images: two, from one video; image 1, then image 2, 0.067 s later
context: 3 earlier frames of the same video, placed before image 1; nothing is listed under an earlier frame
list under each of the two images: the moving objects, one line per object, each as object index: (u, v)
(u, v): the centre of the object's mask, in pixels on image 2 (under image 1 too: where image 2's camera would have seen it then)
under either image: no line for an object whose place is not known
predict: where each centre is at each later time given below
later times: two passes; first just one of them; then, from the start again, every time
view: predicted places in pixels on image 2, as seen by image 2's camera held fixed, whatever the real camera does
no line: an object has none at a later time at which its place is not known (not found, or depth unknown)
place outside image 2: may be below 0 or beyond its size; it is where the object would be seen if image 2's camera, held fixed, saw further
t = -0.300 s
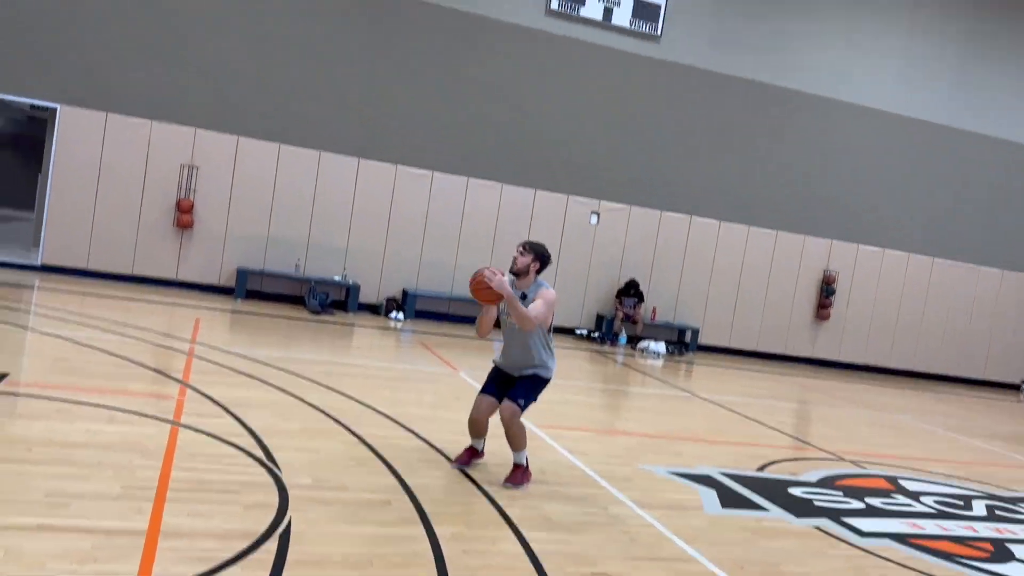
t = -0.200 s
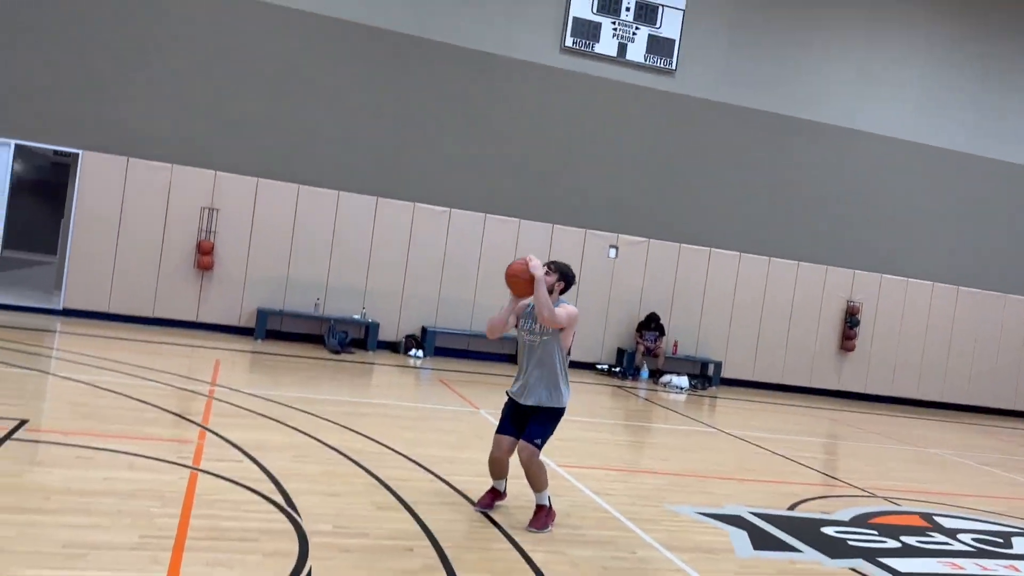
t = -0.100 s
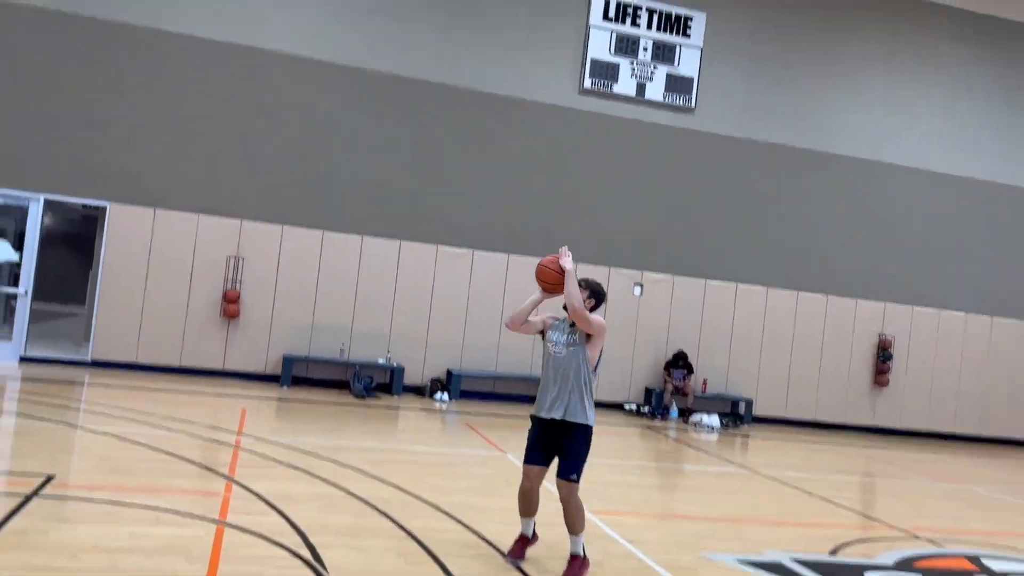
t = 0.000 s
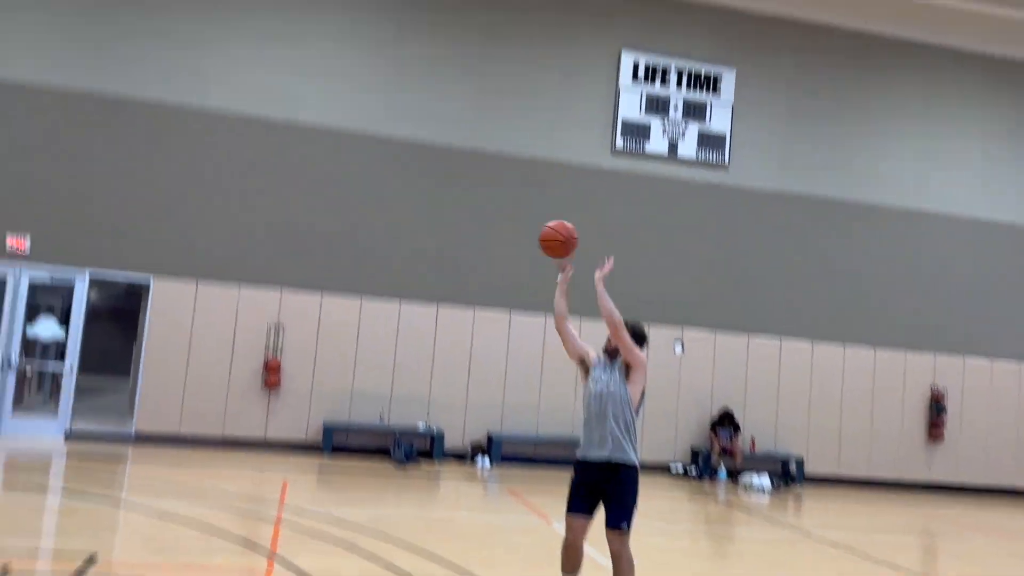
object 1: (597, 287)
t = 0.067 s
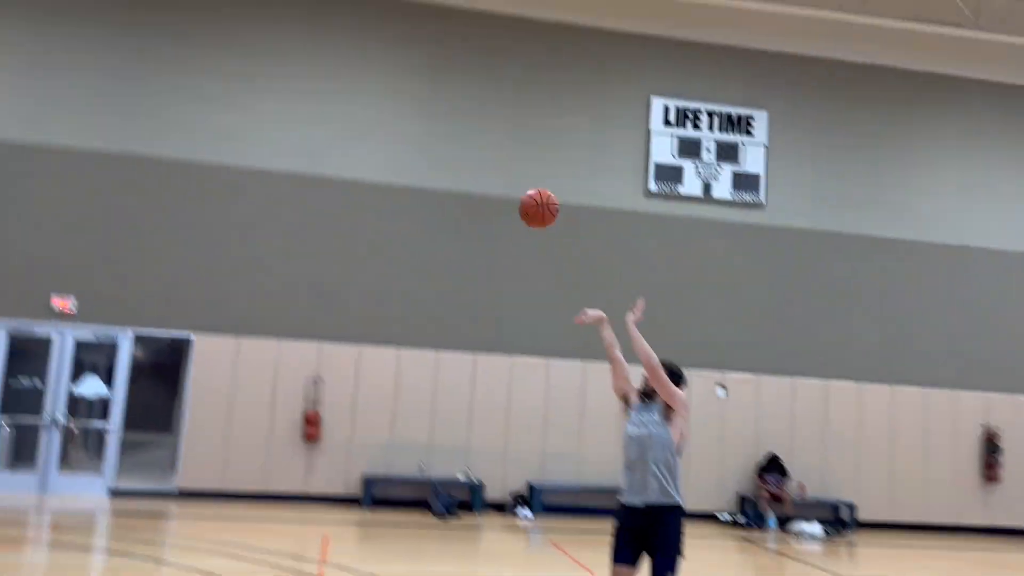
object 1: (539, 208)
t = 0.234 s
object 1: (392, 41)
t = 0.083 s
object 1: (524, 190)
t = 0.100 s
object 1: (510, 172)
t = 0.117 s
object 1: (496, 155)
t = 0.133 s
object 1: (481, 138)
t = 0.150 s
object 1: (467, 121)
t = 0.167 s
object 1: (452, 104)
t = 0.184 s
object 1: (438, 88)
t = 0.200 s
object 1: (422, 72)
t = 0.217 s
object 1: (407, 57)
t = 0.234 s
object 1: (392, 41)
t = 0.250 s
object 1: (377, 27)
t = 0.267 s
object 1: (361, 12)
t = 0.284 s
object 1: (345, -3)
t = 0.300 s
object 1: (330, -16)
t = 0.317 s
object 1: (314, -30)
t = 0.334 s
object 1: (298, -44)
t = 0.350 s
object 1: (282, -57)
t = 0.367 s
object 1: (266, -70)
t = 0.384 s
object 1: (249, -82)
